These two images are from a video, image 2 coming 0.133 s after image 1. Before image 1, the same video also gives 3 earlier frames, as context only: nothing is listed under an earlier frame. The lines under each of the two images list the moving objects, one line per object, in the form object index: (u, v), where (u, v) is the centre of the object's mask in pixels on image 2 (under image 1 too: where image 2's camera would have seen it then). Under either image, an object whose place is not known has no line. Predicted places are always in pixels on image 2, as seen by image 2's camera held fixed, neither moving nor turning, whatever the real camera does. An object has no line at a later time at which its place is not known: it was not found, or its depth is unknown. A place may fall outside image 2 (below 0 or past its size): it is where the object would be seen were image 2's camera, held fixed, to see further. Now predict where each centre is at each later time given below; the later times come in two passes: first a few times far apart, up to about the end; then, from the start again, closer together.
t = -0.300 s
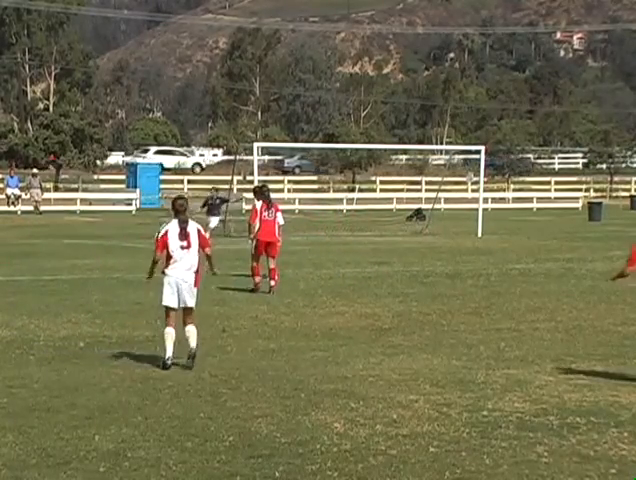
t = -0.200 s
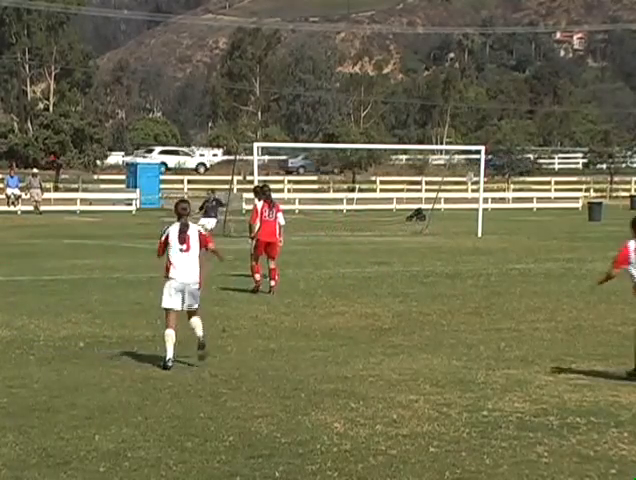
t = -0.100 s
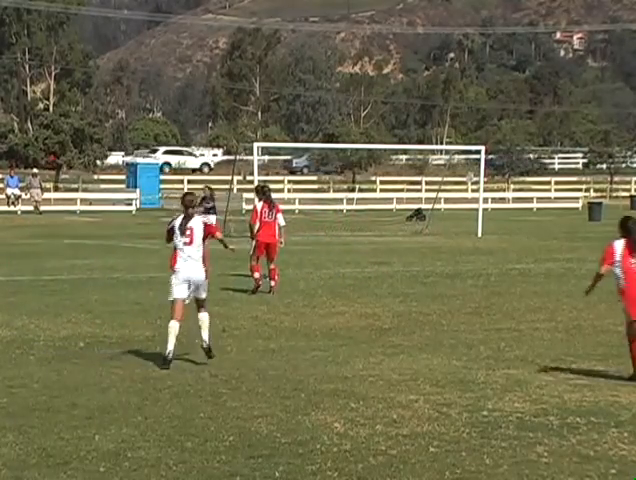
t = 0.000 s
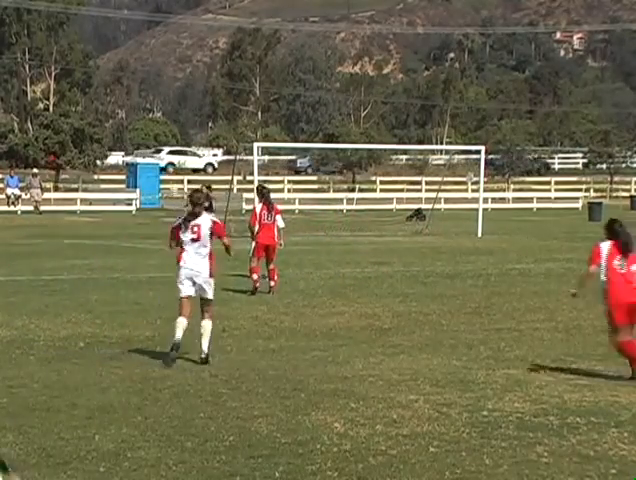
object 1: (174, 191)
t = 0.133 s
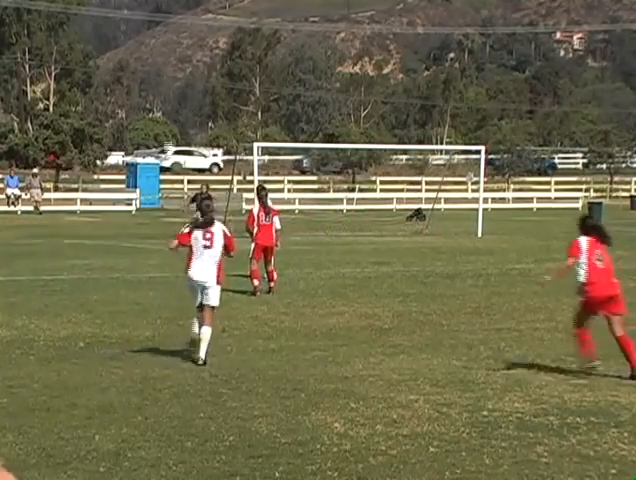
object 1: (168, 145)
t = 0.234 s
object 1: (167, 121)
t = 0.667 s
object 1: (165, 29)
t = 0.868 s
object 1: (172, 8)
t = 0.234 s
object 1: (167, 121)
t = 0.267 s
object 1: (165, 111)
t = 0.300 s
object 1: (165, 103)
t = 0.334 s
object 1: (164, 94)
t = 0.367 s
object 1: (164, 87)
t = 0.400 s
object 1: (164, 79)
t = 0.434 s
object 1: (163, 71)
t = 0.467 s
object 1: (163, 64)
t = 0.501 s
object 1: (163, 58)
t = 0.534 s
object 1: (164, 51)
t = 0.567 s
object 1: (164, 45)
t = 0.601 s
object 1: (164, 38)
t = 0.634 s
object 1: (165, 34)
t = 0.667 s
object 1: (165, 29)
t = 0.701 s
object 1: (166, 24)
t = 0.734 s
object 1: (167, 20)
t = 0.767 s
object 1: (168, 17)
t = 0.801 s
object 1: (169, 14)
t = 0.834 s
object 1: (170, 11)
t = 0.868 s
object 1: (172, 8)
